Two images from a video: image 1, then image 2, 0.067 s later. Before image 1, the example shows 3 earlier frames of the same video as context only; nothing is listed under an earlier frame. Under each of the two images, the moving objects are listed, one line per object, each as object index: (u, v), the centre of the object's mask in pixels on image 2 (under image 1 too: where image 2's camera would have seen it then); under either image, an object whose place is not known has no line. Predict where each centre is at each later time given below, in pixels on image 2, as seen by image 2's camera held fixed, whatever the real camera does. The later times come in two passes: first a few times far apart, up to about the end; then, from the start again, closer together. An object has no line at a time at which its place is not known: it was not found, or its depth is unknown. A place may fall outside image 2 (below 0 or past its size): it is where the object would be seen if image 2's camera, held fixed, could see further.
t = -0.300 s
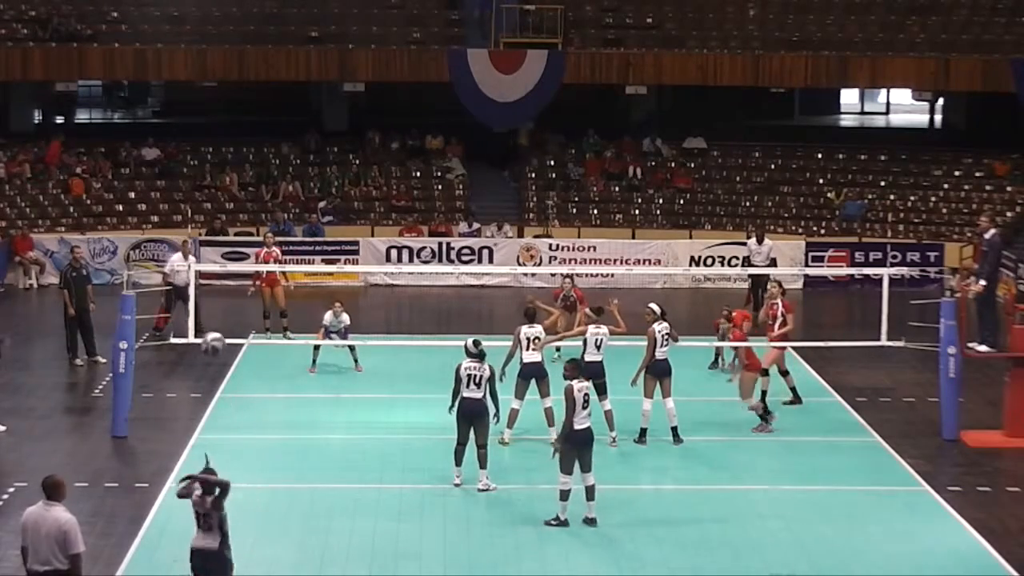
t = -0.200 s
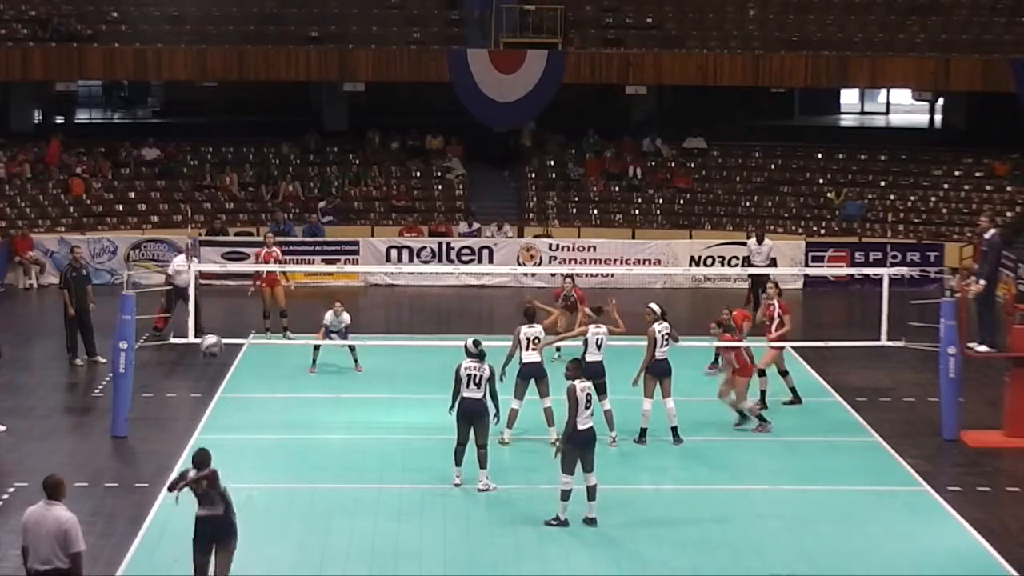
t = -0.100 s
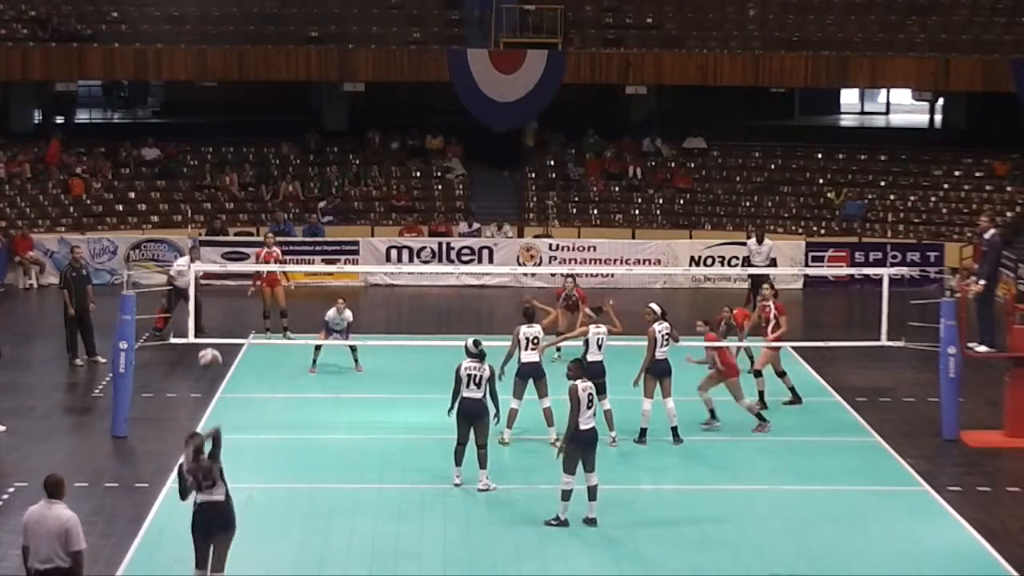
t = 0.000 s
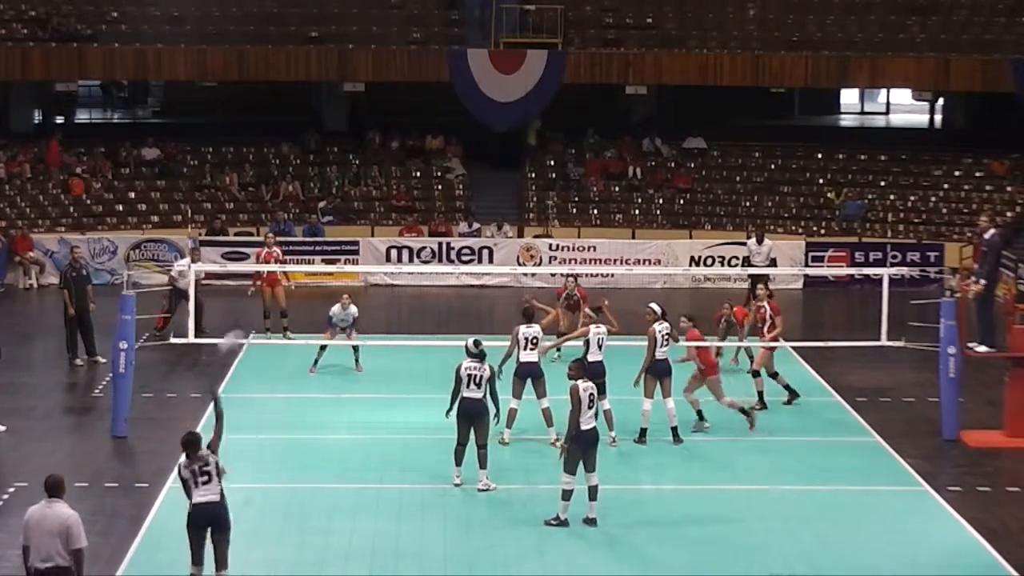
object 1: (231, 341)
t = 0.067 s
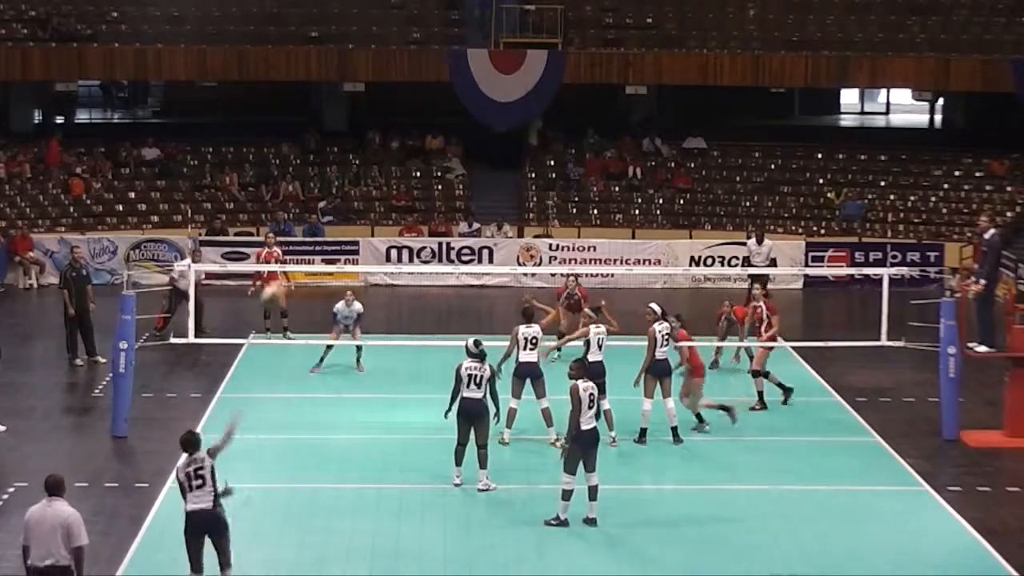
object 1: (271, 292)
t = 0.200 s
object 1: (347, 213)
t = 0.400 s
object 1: (439, 140)
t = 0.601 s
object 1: (513, 113)
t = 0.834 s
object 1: (584, 128)
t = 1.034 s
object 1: (627, 172)
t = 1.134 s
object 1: (644, 200)
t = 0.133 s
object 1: (313, 247)
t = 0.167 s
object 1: (330, 227)
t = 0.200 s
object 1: (347, 213)
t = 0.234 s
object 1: (364, 196)
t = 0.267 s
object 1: (380, 181)
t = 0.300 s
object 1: (396, 169)
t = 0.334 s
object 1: (411, 158)
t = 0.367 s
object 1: (425, 149)
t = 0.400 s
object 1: (439, 140)
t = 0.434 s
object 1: (452, 133)
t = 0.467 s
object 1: (465, 127)
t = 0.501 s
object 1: (477, 122)
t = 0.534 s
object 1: (489, 118)
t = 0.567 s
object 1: (501, 115)
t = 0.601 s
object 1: (513, 113)
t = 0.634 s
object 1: (524, 112)
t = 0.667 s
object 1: (535, 112)
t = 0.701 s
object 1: (546, 114)
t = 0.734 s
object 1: (556, 116)
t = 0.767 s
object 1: (566, 119)
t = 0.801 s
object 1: (575, 123)
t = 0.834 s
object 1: (584, 128)
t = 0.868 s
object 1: (593, 134)
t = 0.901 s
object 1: (600, 140)
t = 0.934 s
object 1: (607, 147)
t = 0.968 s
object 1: (614, 155)
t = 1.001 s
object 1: (621, 163)
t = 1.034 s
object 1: (627, 172)
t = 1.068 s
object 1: (633, 181)
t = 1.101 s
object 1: (638, 190)
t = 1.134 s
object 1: (644, 200)
